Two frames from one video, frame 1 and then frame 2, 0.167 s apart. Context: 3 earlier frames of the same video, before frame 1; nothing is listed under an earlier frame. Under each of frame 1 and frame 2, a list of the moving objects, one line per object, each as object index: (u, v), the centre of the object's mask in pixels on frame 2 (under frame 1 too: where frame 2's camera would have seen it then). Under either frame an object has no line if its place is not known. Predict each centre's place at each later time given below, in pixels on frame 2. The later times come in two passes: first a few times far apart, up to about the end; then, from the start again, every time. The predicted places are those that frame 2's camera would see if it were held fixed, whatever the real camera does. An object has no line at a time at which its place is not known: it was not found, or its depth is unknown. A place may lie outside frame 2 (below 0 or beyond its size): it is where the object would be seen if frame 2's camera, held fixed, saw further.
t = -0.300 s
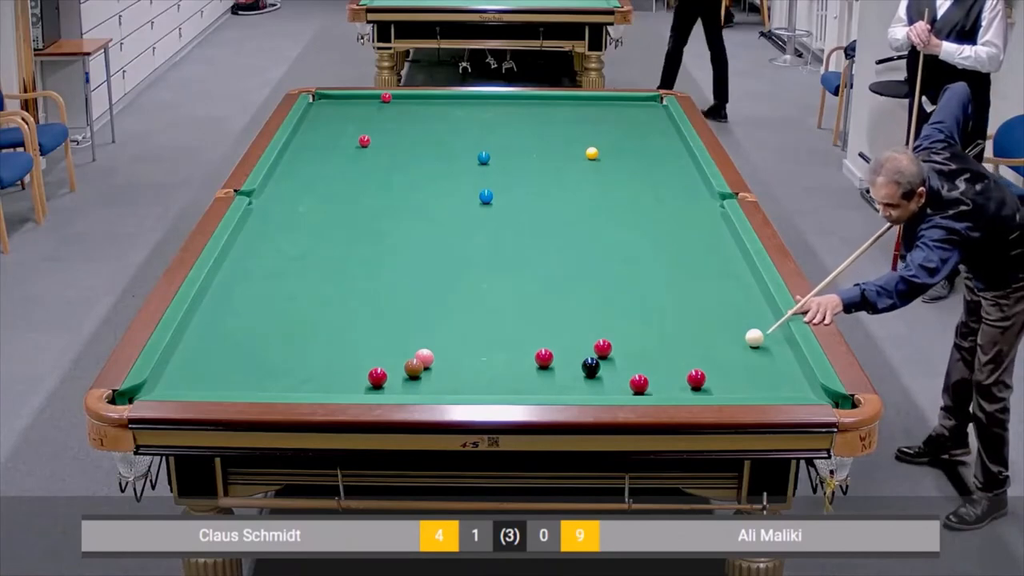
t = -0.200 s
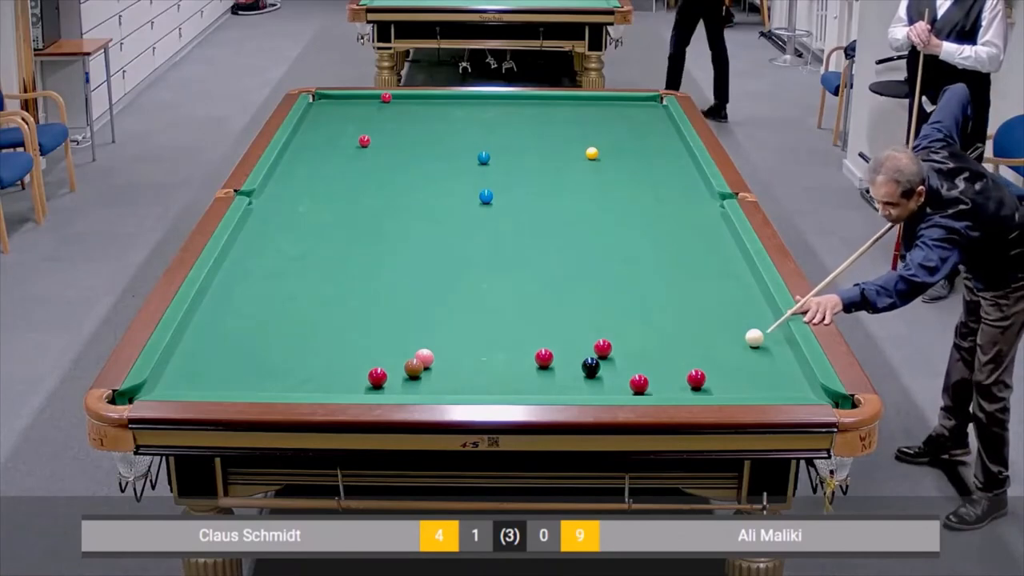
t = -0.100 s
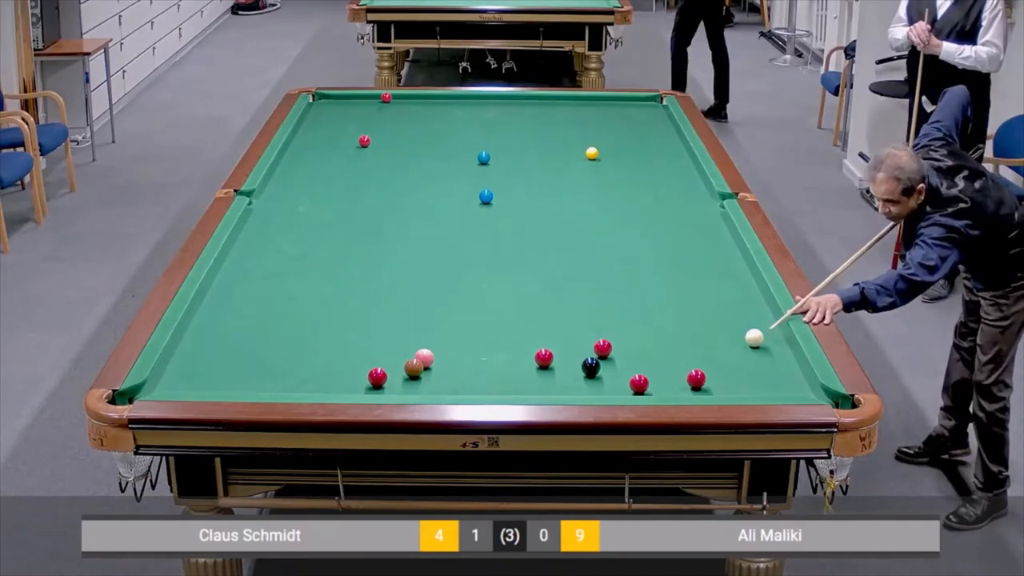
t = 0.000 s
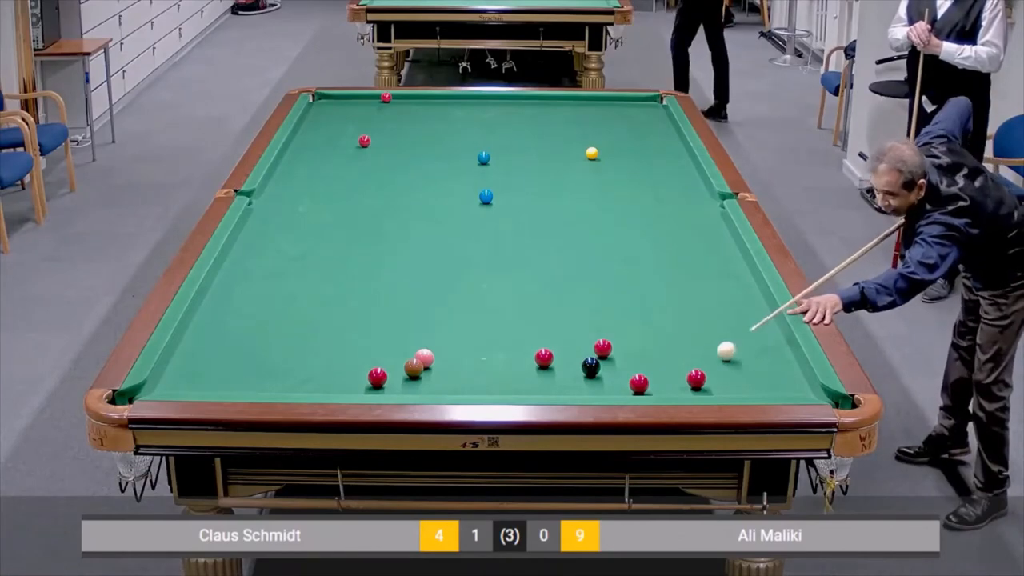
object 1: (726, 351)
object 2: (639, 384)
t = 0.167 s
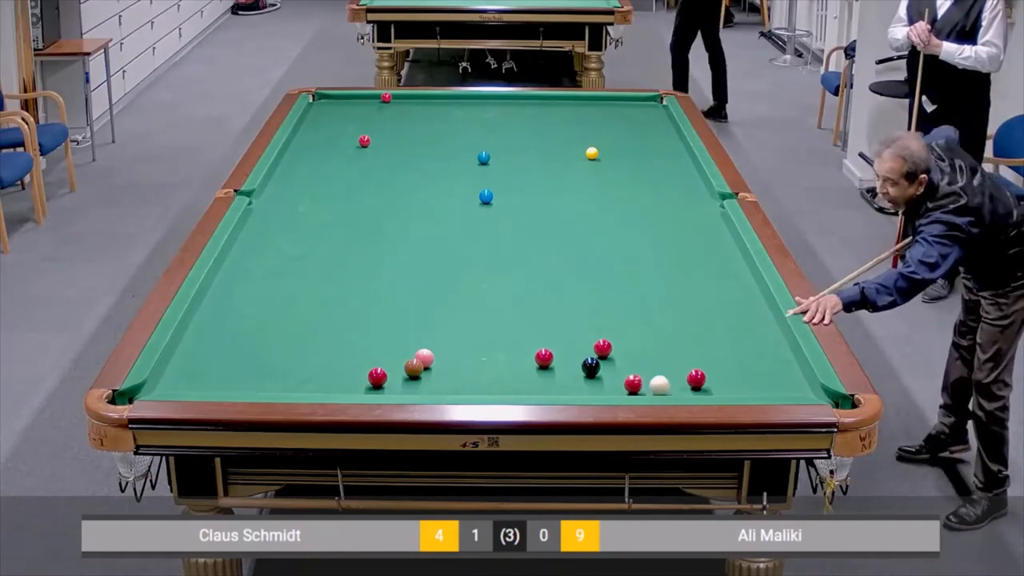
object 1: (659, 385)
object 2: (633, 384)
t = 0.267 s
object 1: (665, 388)
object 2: (588, 385)
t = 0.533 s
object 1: (679, 362)
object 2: (489, 387)
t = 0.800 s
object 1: (691, 339)
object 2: (399, 388)
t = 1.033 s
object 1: (701, 321)
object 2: (321, 389)
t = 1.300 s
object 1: (712, 302)
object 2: (239, 387)
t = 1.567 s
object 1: (721, 286)
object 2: (162, 386)
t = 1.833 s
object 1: (729, 271)
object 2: (155, 387)
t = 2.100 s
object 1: (736, 258)
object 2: (159, 378)
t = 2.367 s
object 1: (736, 247)
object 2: (166, 370)
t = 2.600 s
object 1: (726, 239)
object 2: (172, 365)
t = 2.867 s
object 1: (716, 230)
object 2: (178, 359)
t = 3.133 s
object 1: (708, 223)
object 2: (183, 354)
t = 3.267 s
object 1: (703, 219)
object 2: (185, 353)
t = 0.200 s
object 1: (661, 389)
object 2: (617, 384)
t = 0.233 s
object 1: (663, 391)
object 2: (602, 384)
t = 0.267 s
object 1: (665, 388)
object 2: (588, 385)
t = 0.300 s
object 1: (667, 385)
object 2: (573, 385)
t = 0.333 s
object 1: (668, 382)
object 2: (560, 385)
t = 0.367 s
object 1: (670, 379)
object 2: (548, 386)
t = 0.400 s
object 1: (672, 375)
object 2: (536, 386)
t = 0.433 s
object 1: (674, 372)
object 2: (524, 386)
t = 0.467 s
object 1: (675, 369)
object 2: (512, 386)
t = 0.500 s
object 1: (677, 365)
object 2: (501, 387)
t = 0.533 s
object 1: (679, 362)
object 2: (489, 387)
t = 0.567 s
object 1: (680, 359)
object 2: (478, 387)
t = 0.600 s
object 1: (682, 356)
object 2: (466, 387)
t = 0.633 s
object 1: (683, 353)
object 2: (455, 387)
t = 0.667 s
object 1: (685, 350)
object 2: (444, 387)
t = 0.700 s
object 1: (687, 347)
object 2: (433, 387)
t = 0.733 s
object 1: (688, 345)
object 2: (421, 387)
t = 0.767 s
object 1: (690, 342)
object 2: (410, 387)
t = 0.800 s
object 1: (691, 339)
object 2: (399, 388)
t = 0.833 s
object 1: (693, 336)
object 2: (387, 388)
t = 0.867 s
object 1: (694, 333)
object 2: (377, 388)
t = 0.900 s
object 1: (696, 331)
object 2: (365, 388)
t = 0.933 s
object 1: (697, 328)
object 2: (354, 388)
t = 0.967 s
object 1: (698, 326)
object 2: (343, 388)
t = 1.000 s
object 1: (700, 323)
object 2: (332, 388)
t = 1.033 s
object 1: (701, 321)
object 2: (321, 389)
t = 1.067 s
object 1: (703, 318)
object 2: (310, 389)
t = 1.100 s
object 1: (704, 316)
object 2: (300, 389)
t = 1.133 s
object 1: (705, 313)
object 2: (289, 389)
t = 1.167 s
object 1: (707, 311)
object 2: (279, 388)
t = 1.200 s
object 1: (708, 309)
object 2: (269, 388)
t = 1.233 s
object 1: (709, 306)
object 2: (259, 388)
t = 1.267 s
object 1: (710, 304)
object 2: (249, 388)
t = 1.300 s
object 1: (712, 302)
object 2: (239, 387)
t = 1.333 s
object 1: (713, 300)
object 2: (229, 387)
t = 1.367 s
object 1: (714, 298)
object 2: (219, 387)
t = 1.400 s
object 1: (715, 296)
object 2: (210, 387)
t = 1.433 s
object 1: (716, 294)
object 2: (200, 387)
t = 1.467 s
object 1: (718, 292)
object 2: (191, 386)
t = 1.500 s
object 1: (719, 290)
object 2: (181, 386)
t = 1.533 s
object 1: (720, 287)
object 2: (172, 386)
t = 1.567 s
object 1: (721, 286)
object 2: (162, 386)
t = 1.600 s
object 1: (722, 284)
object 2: (153, 386)
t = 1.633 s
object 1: (723, 282)
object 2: (147, 387)
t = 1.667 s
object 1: (724, 280)
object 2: (150, 388)
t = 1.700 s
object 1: (725, 278)
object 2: (153, 389)
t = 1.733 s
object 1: (726, 276)
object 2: (155, 389)
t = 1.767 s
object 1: (727, 274)
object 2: (154, 388)
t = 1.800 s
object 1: (728, 273)
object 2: (155, 387)
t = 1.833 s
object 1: (729, 271)
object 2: (155, 387)
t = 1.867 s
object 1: (730, 269)
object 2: (155, 386)
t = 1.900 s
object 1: (731, 268)
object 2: (156, 385)
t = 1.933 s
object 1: (732, 266)
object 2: (156, 384)
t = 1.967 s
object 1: (733, 265)
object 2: (156, 383)
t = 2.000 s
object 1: (734, 263)
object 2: (157, 381)
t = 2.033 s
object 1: (734, 261)
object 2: (157, 381)
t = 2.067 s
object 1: (735, 260)
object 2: (158, 380)
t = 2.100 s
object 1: (736, 258)
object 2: (159, 378)
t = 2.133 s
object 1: (737, 257)
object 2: (160, 378)
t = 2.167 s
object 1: (738, 255)
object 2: (160, 377)
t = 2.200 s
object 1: (739, 254)
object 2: (162, 375)
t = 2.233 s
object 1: (740, 252)
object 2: (163, 374)
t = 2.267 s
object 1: (740, 251)
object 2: (164, 373)
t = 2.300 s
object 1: (739, 250)
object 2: (164, 372)
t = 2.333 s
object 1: (737, 248)
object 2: (165, 371)
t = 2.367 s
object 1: (736, 247)
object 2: (166, 370)
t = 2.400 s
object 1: (734, 246)
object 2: (167, 370)
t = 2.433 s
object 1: (733, 245)
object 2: (168, 369)
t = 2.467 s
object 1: (731, 243)
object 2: (169, 368)
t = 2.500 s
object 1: (730, 242)
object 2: (170, 367)
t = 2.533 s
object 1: (729, 241)
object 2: (171, 366)
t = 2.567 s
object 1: (727, 240)
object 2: (172, 365)
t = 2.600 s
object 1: (726, 239)
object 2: (172, 365)
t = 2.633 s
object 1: (725, 238)
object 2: (173, 364)
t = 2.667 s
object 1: (724, 237)
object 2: (174, 363)
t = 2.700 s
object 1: (722, 235)
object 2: (175, 362)
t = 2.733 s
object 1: (721, 235)
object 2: (175, 362)
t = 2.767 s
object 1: (720, 233)
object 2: (176, 361)
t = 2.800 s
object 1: (718, 232)
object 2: (177, 360)
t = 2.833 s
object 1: (717, 231)
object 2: (177, 360)
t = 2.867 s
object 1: (716, 230)
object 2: (178, 359)
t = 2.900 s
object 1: (715, 229)
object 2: (179, 358)
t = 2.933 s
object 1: (714, 228)
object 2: (180, 357)
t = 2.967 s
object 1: (713, 227)
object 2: (180, 357)
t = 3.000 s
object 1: (712, 227)
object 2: (181, 356)
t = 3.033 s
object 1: (711, 226)
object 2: (181, 356)
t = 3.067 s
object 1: (709, 225)
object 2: (182, 356)
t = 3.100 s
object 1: (709, 224)
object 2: (182, 355)
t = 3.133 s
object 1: (708, 223)
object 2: (183, 354)
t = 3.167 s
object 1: (706, 222)
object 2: (183, 354)
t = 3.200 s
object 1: (705, 221)
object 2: (184, 353)
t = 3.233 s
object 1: (704, 220)
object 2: (184, 353)
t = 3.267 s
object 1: (703, 219)
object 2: (185, 353)
